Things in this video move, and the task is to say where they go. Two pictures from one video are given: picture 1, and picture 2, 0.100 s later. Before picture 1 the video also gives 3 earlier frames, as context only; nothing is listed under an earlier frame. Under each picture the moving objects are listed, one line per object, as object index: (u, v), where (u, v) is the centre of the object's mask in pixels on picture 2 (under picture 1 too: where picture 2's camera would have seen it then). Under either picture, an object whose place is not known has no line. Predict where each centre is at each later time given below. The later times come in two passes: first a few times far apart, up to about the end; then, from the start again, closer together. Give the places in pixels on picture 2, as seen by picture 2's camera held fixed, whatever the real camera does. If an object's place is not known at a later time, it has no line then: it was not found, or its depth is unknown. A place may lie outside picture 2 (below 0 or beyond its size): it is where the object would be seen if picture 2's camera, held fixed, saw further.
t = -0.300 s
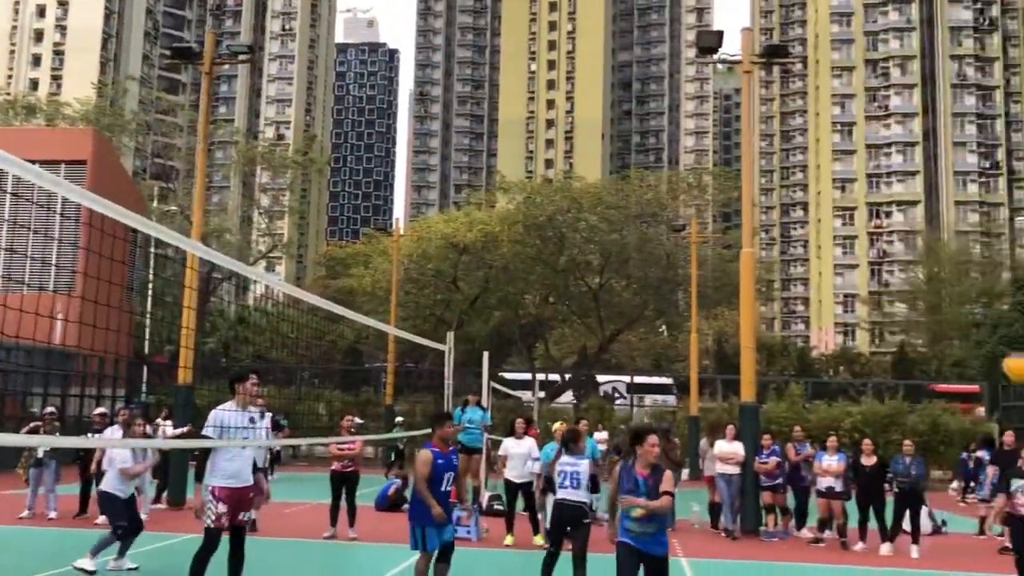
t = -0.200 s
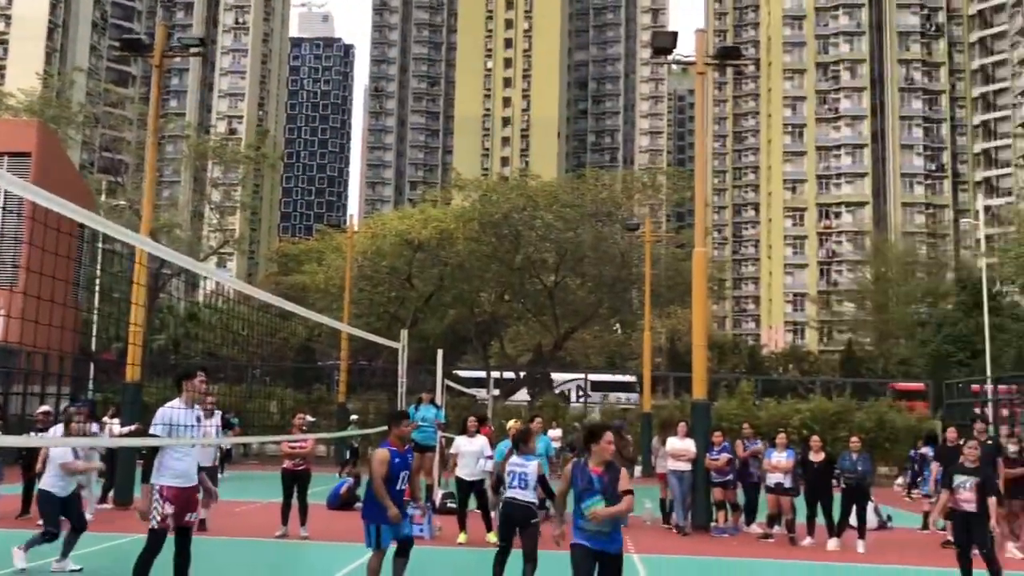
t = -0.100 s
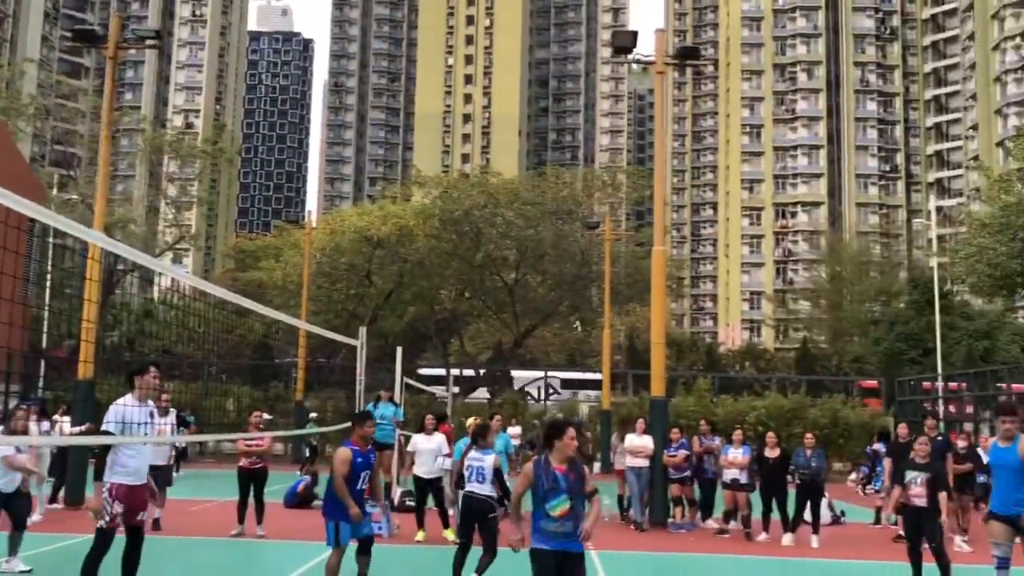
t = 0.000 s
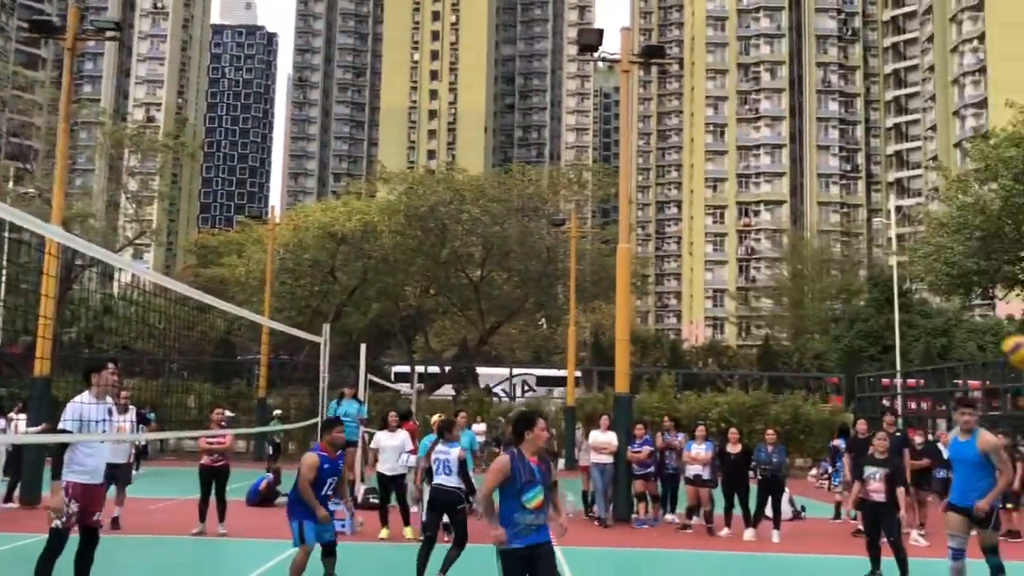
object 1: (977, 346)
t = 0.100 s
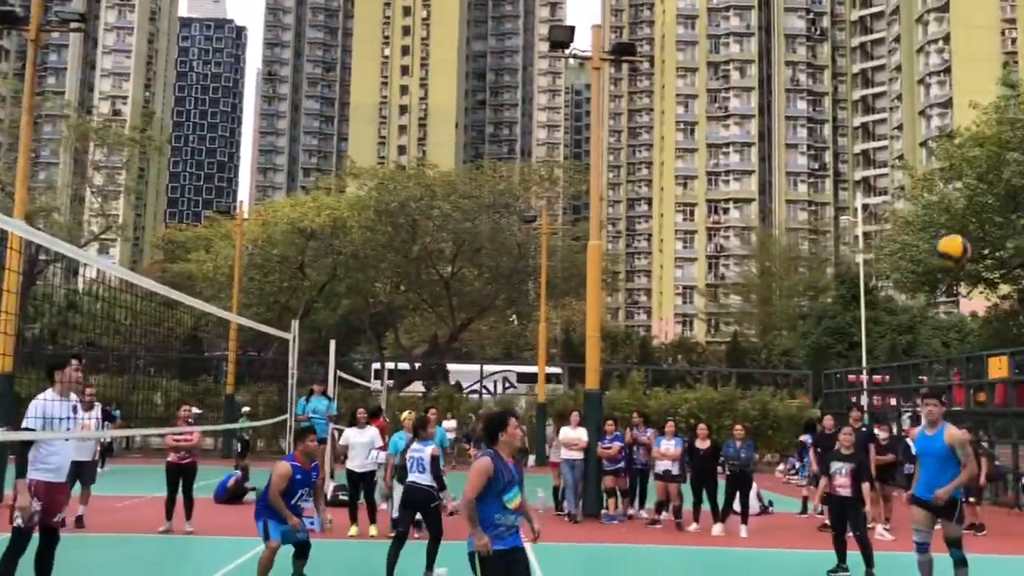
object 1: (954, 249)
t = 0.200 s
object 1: (925, 169)
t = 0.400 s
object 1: (872, 51)
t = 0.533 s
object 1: (839, 14)
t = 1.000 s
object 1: (726, 40)
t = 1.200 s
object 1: (679, 146)
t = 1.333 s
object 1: (643, 250)
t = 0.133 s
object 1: (942, 219)
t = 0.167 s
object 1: (934, 192)
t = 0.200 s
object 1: (925, 169)
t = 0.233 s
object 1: (915, 146)
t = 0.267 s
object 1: (907, 123)
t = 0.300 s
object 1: (897, 104)
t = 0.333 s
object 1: (889, 84)
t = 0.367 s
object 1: (879, 65)
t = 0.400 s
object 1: (872, 51)
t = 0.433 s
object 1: (865, 38)
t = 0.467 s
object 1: (856, 25)
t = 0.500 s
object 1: (848, 17)
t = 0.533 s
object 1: (839, 14)
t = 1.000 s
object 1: (726, 40)
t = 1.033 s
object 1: (721, 51)
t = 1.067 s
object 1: (710, 70)
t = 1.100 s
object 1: (702, 85)
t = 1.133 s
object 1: (695, 103)
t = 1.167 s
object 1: (687, 124)
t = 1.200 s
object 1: (679, 146)
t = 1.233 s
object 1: (670, 170)
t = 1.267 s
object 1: (661, 196)
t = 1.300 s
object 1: (653, 223)
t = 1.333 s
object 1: (643, 250)
